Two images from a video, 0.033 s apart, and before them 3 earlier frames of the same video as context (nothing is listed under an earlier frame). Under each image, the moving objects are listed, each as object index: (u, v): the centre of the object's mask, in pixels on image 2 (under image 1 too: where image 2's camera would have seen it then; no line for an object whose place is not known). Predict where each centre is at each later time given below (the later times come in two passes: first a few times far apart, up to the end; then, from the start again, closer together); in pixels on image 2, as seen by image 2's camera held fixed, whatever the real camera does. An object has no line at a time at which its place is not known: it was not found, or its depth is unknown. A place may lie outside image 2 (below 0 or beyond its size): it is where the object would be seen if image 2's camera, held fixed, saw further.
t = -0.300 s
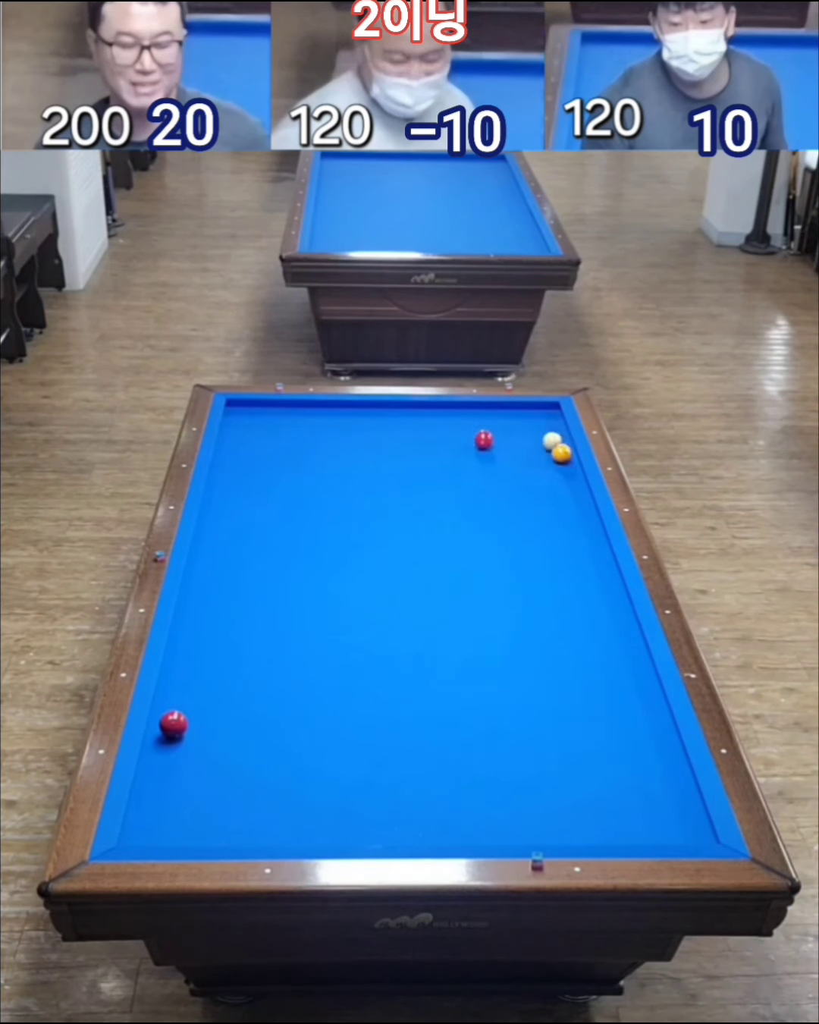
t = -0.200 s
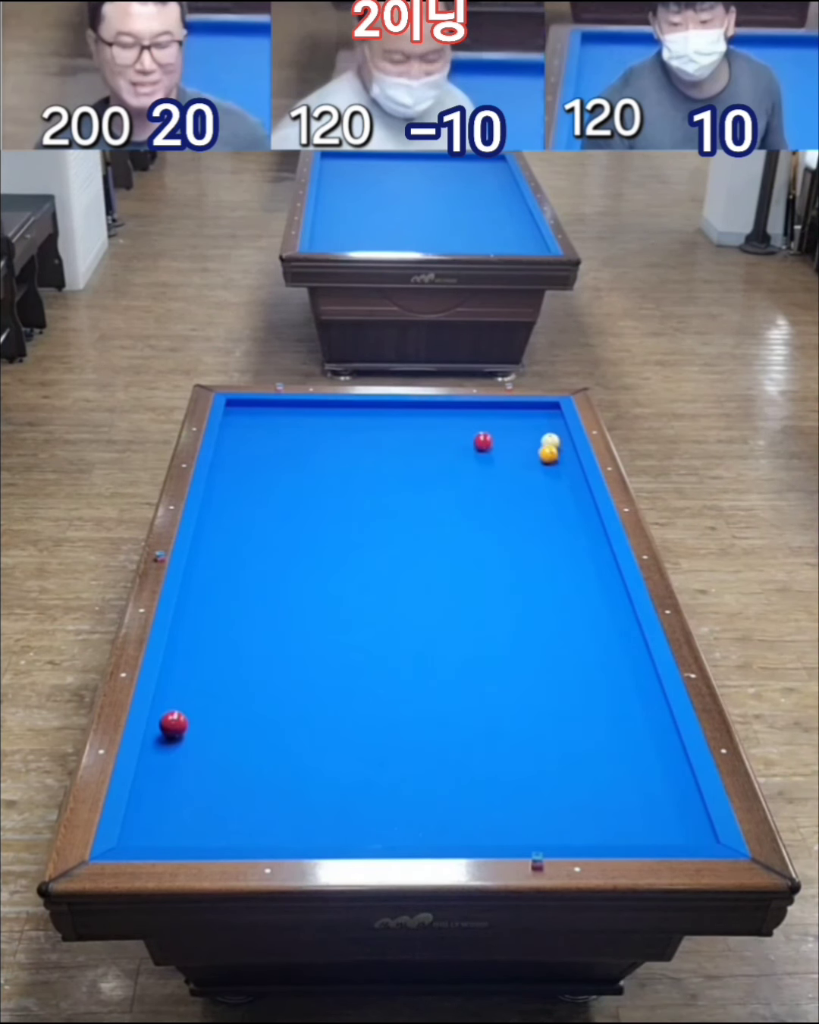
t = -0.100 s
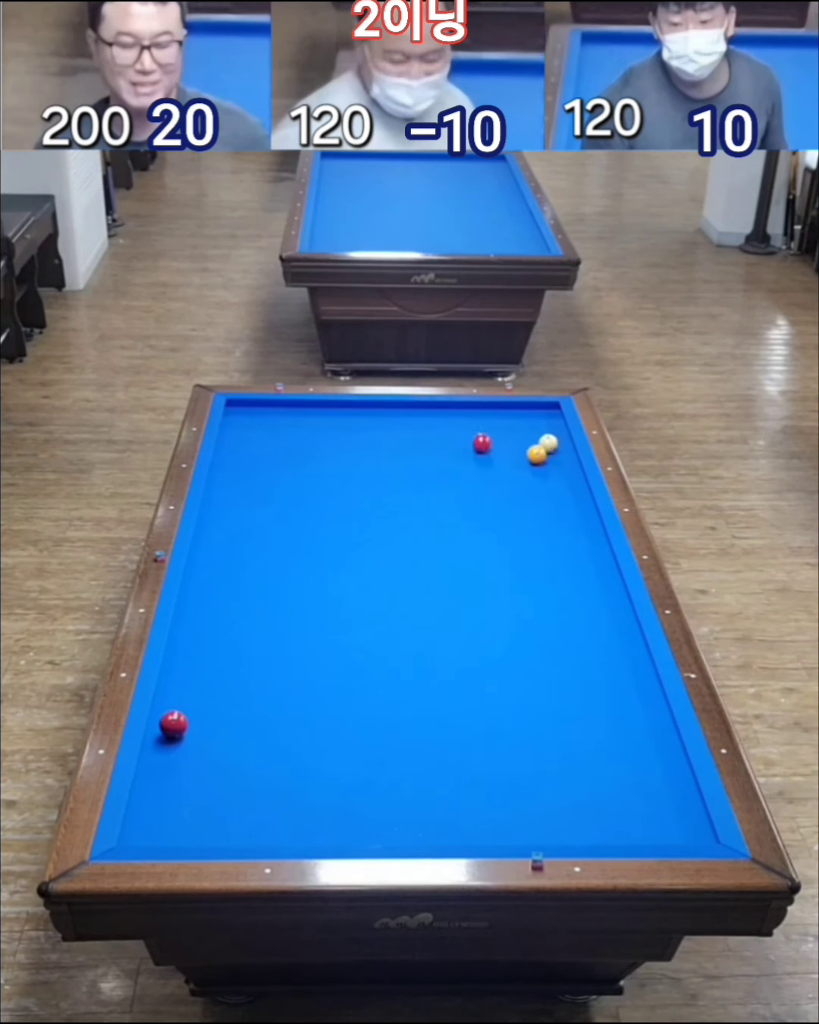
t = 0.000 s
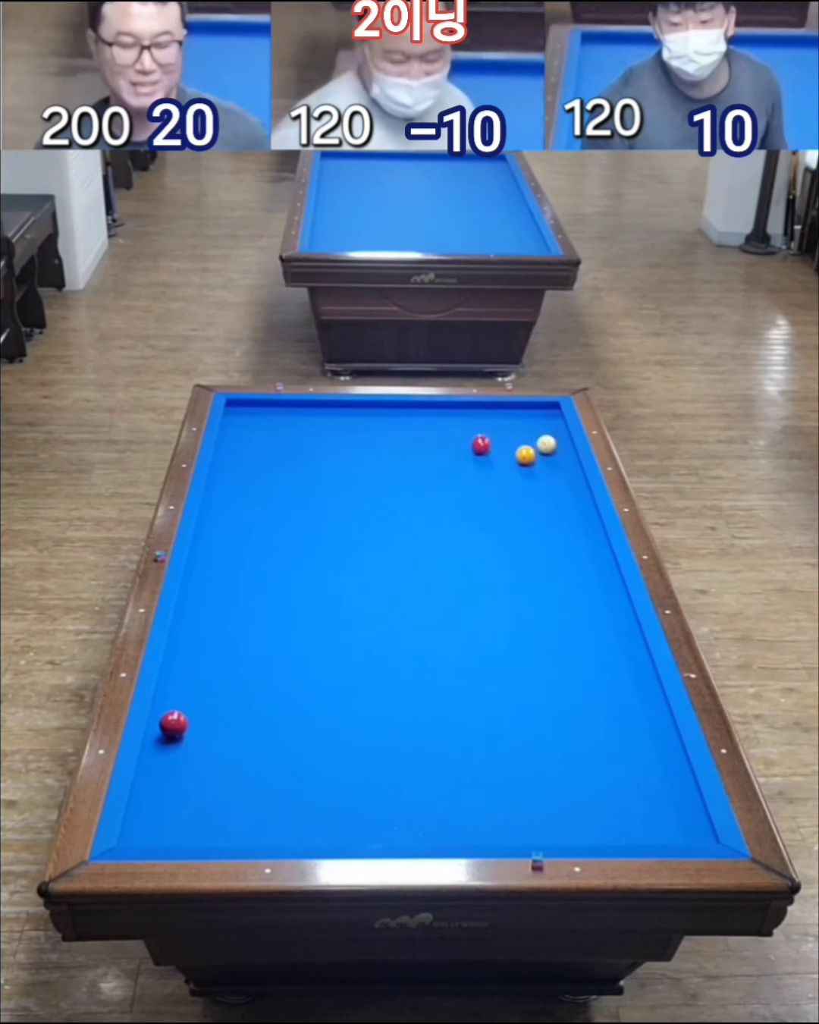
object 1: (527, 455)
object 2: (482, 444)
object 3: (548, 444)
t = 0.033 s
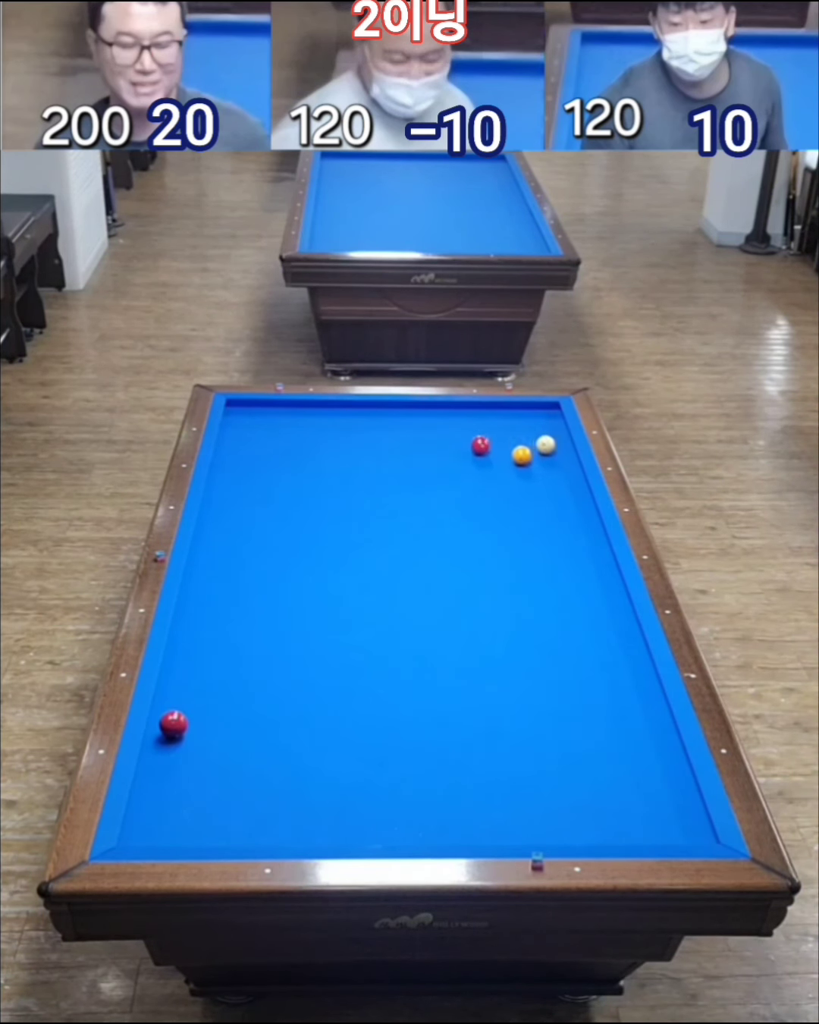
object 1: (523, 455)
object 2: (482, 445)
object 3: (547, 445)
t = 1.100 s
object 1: (423, 472)
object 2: (459, 450)
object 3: (530, 454)
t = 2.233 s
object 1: (334, 493)
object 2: (442, 450)
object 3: (523, 459)
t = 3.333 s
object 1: (256, 511)
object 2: (441, 450)
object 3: (523, 459)
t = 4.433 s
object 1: (215, 525)
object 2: (441, 450)
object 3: (523, 459)
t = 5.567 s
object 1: (236, 533)
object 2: (441, 450)
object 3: (523, 459)
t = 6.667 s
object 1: (244, 535)
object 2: (441, 450)
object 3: (523, 459)
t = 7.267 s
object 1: (244, 535)
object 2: (441, 450)
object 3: (523, 459)
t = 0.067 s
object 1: (518, 456)
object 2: (481, 446)
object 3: (545, 445)
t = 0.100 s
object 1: (515, 456)
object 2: (480, 446)
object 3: (545, 446)
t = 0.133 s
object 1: (511, 456)
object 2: (480, 447)
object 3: (544, 446)
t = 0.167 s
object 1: (507, 456)
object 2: (480, 447)
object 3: (544, 446)
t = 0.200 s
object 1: (504, 457)
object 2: (480, 448)
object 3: (543, 447)
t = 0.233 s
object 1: (500, 457)
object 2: (479, 449)
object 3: (542, 447)
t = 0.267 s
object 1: (496, 457)
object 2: (478, 449)
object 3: (542, 447)
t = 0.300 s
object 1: (493, 457)
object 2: (477, 449)
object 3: (541, 447)
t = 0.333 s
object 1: (489, 457)
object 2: (476, 449)
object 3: (541, 448)
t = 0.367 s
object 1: (486, 458)
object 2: (475, 448)
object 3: (540, 448)
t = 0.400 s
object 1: (483, 459)
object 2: (474, 447)
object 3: (540, 448)
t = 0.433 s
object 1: (480, 459)
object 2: (474, 447)
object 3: (539, 449)
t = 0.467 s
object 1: (477, 460)
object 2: (474, 446)
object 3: (538, 449)
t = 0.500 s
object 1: (474, 460)
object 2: (473, 446)
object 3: (538, 449)
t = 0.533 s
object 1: (471, 461)
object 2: (473, 447)
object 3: (538, 450)
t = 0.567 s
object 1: (468, 462)
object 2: (473, 448)
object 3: (537, 450)
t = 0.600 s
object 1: (466, 462)
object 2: (472, 448)
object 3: (537, 450)
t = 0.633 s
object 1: (463, 463)
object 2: (471, 449)
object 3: (536, 450)
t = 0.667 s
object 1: (460, 464)
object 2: (470, 449)
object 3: (536, 451)
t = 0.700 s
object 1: (457, 464)
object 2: (469, 449)
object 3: (535, 451)
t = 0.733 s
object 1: (454, 465)
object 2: (467, 450)
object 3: (535, 451)
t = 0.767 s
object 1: (451, 466)
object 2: (466, 450)
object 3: (534, 451)
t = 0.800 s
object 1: (448, 466)
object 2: (465, 450)
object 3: (534, 452)
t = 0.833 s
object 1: (446, 467)
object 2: (465, 450)
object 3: (534, 452)
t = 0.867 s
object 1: (443, 468)
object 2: (464, 450)
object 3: (533, 452)
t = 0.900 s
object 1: (440, 468)
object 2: (463, 450)
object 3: (533, 452)
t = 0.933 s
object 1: (437, 469)
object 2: (462, 450)
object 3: (532, 452)
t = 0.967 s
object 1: (434, 470)
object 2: (462, 450)
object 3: (532, 453)
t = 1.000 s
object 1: (432, 470)
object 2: (461, 450)
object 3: (531, 453)
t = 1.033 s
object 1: (429, 471)
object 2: (460, 450)
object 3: (531, 453)
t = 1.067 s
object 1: (426, 472)
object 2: (459, 450)
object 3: (531, 453)
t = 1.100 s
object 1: (423, 472)
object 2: (459, 450)
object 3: (530, 454)
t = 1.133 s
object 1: (421, 473)
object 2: (458, 450)
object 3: (530, 454)
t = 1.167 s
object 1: (418, 474)
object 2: (457, 450)
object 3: (530, 454)
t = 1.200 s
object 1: (415, 474)
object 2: (456, 450)
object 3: (529, 454)
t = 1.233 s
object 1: (413, 475)
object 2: (456, 450)
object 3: (529, 454)
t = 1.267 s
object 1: (410, 476)
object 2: (455, 450)
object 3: (529, 455)
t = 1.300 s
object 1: (407, 476)
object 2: (454, 450)
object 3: (528, 455)
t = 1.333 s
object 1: (404, 477)
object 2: (453, 450)
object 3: (528, 455)
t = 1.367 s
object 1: (402, 477)
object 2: (453, 450)
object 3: (528, 455)
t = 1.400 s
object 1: (399, 478)
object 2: (452, 450)
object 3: (528, 455)
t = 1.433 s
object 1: (396, 479)
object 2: (452, 450)
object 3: (527, 456)
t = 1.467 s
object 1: (394, 479)
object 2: (451, 450)
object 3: (527, 456)
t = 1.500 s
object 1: (391, 480)
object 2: (451, 450)
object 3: (527, 456)
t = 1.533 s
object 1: (388, 481)
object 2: (450, 450)
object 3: (527, 456)
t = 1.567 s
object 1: (386, 481)
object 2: (449, 450)
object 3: (526, 456)
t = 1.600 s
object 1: (383, 482)
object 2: (449, 450)
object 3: (526, 456)
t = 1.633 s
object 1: (381, 482)
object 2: (449, 450)
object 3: (526, 457)
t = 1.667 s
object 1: (378, 483)
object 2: (448, 450)
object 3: (526, 457)
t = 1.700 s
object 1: (375, 484)
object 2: (448, 450)
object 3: (526, 457)
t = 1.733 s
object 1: (372, 484)
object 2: (447, 450)
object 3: (525, 457)
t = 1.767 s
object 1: (370, 485)
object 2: (447, 450)
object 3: (525, 457)
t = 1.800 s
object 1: (367, 485)
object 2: (446, 450)
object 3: (525, 457)
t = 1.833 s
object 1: (365, 486)
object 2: (446, 450)
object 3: (525, 457)
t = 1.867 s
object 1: (362, 487)
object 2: (446, 450)
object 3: (525, 458)
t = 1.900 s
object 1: (359, 487)
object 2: (445, 450)
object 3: (524, 458)
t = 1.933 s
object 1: (357, 488)
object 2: (445, 450)
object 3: (524, 458)
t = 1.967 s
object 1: (354, 488)
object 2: (444, 450)
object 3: (524, 458)
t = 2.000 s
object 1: (352, 489)
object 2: (444, 450)
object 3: (524, 458)
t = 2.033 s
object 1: (349, 490)
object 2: (444, 450)
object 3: (524, 458)
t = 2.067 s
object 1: (347, 490)
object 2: (443, 450)
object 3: (524, 458)
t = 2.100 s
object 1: (344, 491)
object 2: (443, 450)
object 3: (524, 458)
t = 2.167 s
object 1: (339, 492)
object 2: (443, 450)
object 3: (523, 458)
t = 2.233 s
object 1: (334, 493)
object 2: (442, 450)
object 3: (523, 459)
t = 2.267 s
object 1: (332, 494)
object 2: (442, 450)
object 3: (523, 459)
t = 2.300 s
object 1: (329, 494)
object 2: (442, 450)
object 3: (523, 459)
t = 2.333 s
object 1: (326, 495)
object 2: (442, 450)
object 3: (522, 459)
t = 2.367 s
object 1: (324, 495)
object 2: (442, 450)
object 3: (522, 459)
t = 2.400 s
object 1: (322, 496)
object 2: (441, 450)
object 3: (522, 459)
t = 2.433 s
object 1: (319, 497)
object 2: (441, 450)
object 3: (522, 459)
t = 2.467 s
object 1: (317, 497)
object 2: (441, 450)
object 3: (522, 459)
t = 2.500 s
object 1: (314, 498)
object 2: (441, 450)
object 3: (522, 459)
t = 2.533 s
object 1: (312, 498)
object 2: (441, 450)
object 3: (522, 459)
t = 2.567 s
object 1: (309, 499)
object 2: (441, 450)
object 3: (522, 459)
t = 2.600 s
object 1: (307, 499)
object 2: (441, 450)
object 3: (522, 459)
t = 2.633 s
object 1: (305, 500)
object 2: (441, 450)
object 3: (522, 459)
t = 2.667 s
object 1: (302, 501)
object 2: (441, 450)
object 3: (522, 459)
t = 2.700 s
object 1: (300, 501)
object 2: (441, 450)
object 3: (522, 459)
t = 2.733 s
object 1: (297, 502)
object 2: (441, 450)
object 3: (523, 459)
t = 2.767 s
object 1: (295, 502)
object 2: (441, 450)
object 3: (523, 459)
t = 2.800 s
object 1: (293, 503)
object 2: (441, 450)
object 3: (523, 459)
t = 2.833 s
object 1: (290, 503)
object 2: (441, 450)
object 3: (523, 459)
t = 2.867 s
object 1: (288, 504)
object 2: (441, 450)
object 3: (523, 459)
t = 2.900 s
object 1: (286, 504)
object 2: (441, 450)
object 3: (523, 459)
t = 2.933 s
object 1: (283, 505)
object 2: (441, 450)
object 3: (523, 459)
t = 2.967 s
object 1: (281, 505)
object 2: (441, 450)
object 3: (523, 459)
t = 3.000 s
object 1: (279, 506)
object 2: (441, 450)
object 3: (523, 459)
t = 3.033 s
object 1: (276, 506)
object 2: (441, 450)
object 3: (523, 459)
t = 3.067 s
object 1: (274, 507)
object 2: (441, 450)
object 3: (523, 459)
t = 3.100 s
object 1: (272, 507)
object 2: (441, 450)
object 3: (523, 459)
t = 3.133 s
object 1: (270, 508)
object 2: (441, 450)
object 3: (523, 459)
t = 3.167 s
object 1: (267, 508)
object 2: (441, 450)
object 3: (523, 459)
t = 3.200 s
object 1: (265, 509)
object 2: (441, 450)
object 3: (523, 459)
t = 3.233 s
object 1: (263, 509)
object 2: (441, 450)
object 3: (523, 459)
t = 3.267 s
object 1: (261, 510)
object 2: (441, 450)
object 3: (523, 459)
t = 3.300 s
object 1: (259, 510)
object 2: (441, 450)
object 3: (523, 459)
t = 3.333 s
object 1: (256, 511)
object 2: (441, 450)
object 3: (523, 459)
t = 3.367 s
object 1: (254, 511)
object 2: (441, 450)
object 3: (523, 459)
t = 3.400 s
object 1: (252, 512)
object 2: (441, 450)
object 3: (523, 459)
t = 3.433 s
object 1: (250, 513)
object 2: (441, 450)
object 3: (523, 459)
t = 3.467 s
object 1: (248, 513)
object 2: (441, 450)
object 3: (523, 459)
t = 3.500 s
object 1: (245, 513)
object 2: (441, 450)
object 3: (523, 459)
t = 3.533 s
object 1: (243, 514)
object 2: (441, 450)
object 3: (523, 459)
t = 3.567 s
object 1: (241, 515)
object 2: (441, 450)
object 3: (523, 459)
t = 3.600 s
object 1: (239, 515)
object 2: (441, 450)
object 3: (523, 459)
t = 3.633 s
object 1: (237, 515)
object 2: (441, 450)
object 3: (523, 459)
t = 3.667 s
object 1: (235, 516)
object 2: (441, 450)
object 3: (523, 459)
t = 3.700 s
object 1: (233, 516)
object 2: (441, 450)
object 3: (523, 459)
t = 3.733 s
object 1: (231, 517)
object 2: (441, 450)
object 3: (523, 459)
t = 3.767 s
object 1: (229, 517)
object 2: (441, 450)
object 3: (523, 459)
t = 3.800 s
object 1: (227, 518)
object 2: (441, 450)
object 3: (523, 459)
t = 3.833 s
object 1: (225, 518)
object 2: (441, 450)
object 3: (523, 459)
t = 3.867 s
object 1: (223, 519)
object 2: (441, 450)
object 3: (523, 459)
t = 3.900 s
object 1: (221, 519)
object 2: (441, 450)
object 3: (523, 459)
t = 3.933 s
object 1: (219, 520)
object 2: (441, 450)
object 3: (523, 459)
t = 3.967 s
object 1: (217, 520)
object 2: (441, 450)
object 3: (523, 459)
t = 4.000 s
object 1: (215, 520)
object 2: (441, 450)
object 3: (523, 459)
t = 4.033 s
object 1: (213, 521)
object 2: (441, 450)
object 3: (523, 459)
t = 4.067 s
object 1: (211, 521)
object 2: (441, 450)
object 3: (523, 459)
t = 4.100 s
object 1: (209, 522)
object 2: (441, 450)
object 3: (523, 459)
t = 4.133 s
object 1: (208, 522)
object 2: (441, 450)
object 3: (523, 459)
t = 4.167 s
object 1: (209, 523)
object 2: (441, 450)
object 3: (523, 459)
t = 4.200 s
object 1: (210, 523)
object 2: (441, 450)
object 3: (523, 459)
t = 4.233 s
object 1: (211, 523)
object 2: (441, 450)
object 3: (523, 459)
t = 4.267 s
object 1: (211, 524)
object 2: (441, 450)
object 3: (523, 459)
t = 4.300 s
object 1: (212, 524)
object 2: (441, 450)
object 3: (523, 459)
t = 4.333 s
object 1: (213, 524)
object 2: (441, 450)
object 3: (523, 459)
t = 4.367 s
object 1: (214, 525)
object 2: (441, 450)
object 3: (523, 459)
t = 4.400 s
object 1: (215, 525)
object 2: (441, 450)
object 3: (523, 459)
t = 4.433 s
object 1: (215, 525)
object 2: (441, 450)
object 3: (523, 459)
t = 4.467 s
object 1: (216, 525)
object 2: (441, 450)
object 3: (523, 459)
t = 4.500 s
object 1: (217, 526)
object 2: (441, 450)
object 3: (523, 459)
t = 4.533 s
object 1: (218, 526)
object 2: (441, 450)
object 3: (523, 459)
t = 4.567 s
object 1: (218, 526)
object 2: (441, 450)
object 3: (523, 459)
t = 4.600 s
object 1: (219, 527)
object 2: (441, 450)
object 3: (523, 459)
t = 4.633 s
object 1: (220, 527)
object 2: (441, 450)
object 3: (523, 459)
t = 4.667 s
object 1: (221, 527)
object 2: (441, 450)
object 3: (523, 459)
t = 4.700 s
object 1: (221, 527)
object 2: (441, 450)
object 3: (523, 459)
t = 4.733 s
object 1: (222, 527)
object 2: (441, 450)
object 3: (523, 459)
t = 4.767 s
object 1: (223, 528)
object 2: (441, 450)
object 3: (523, 459)
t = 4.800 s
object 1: (224, 528)
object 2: (441, 450)
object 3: (523, 459)
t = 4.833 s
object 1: (224, 528)
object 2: (441, 450)
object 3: (523, 459)
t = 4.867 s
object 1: (225, 528)
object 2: (441, 450)
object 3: (523, 459)
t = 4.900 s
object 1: (225, 529)
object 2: (441, 450)
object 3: (523, 459)
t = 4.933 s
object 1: (226, 529)
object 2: (441, 450)
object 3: (523, 459)
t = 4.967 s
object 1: (227, 529)
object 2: (441, 450)
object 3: (523, 459)
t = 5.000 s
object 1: (227, 529)
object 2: (441, 450)
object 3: (523, 459)
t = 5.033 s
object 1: (228, 530)
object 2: (441, 450)
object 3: (523, 459)
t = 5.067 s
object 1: (229, 530)
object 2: (441, 450)
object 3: (523, 459)
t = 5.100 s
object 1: (229, 530)
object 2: (441, 450)
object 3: (523, 459)
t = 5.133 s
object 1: (230, 530)
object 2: (441, 450)
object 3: (523, 459)
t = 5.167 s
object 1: (230, 531)
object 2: (441, 450)
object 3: (523, 459)
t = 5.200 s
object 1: (231, 531)
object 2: (441, 450)
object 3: (523, 459)
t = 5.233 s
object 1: (231, 531)
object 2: (441, 450)
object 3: (523, 459)
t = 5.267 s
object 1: (232, 531)
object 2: (441, 450)
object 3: (523, 459)
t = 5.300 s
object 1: (232, 531)
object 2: (441, 450)
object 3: (523, 459)
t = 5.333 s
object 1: (233, 531)
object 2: (441, 450)
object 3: (523, 459)
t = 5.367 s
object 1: (233, 532)
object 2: (441, 450)
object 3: (523, 459)
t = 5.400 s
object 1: (234, 532)
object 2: (441, 450)
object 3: (523, 459)
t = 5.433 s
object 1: (234, 532)
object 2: (441, 450)
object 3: (523, 459)
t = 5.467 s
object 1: (235, 532)
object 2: (441, 450)
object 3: (523, 459)
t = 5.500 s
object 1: (235, 532)
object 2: (441, 450)
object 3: (523, 459)
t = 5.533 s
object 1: (236, 532)
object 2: (441, 450)
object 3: (523, 459)
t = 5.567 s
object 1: (236, 533)
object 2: (441, 450)
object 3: (523, 459)
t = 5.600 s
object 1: (236, 533)
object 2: (441, 450)
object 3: (523, 459)
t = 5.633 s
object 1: (237, 533)
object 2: (441, 450)
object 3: (523, 459)
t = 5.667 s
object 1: (237, 533)
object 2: (441, 450)
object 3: (523, 459)
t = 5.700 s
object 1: (238, 533)
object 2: (441, 450)
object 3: (523, 459)
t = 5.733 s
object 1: (238, 533)
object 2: (441, 450)
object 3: (523, 459)
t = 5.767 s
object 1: (238, 533)
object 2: (441, 450)
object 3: (523, 459)
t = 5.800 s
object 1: (239, 533)
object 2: (441, 450)
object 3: (523, 459)
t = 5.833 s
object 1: (239, 533)
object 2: (441, 450)
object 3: (523, 459)
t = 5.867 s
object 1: (240, 534)
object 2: (441, 450)
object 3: (523, 459)
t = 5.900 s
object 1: (240, 534)
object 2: (441, 450)
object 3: (523, 459)
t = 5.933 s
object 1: (240, 534)
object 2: (441, 450)
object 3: (523, 459)
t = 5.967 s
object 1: (241, 534)
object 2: (441, 450)
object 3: (523, 459)
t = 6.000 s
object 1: (241, 534)
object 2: (441, 450)
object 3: (523, 459)
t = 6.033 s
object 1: (241, 534)
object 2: (441, 450)
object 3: (523, 459)
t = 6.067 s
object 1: (241, 534)
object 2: (441, 450)
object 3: (523, 459)
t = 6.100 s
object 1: (242, 534)
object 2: (441, 450)
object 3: (523, 459)
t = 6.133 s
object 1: (242, 534)
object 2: (441, 450)
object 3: (523, 459)
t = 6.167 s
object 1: (242, 534)
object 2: (441, 450)
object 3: (523, 459)
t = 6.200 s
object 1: (242, 535)
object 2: (441, 450)
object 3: (523, 459)
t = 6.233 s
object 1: (243, 535)
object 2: (441, 450)
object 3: (523, 459)
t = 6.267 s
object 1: (243, 535)
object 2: (441, 450)
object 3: (523, 459)
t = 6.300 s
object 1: (243, 535)
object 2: (441, 450)
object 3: (523, 459)
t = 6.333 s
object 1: (243, 535)
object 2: (441, 450)
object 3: (523, 459)
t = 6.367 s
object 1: (243, 535)
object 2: (441, 450)
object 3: (523, 459)
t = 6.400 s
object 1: (244, 535)
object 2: (441, 450)
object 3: (523, 459)
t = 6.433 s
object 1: (244, 535)
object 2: (441, 450)
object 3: (523, 459)
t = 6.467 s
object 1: (244, 535)
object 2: (441, 450)
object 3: (523, 459)
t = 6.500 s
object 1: (244, 535)
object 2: (441, 450)
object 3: (523, 459)
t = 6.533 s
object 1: (244, 535)
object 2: (441, 450)
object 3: (523, 459)
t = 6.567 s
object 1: (244, 535)
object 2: (441, 450)
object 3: (523, 459)
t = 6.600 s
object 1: (244, 535)
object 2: (441, 450)
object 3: (523, 459)
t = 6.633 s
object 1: (244, 535)
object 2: (441, 450)
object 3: (523, 459)
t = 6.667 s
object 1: (244, 535)
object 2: (441, 450)
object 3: (523, 459)
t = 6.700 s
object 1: (244, 535)
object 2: (441, 450)
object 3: (523, 459)
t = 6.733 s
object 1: (244, 535)
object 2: (441, 450)
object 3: (523, 459)
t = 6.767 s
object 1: (244, 535)
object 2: (441, 450)
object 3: (523, 459)
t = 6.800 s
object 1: (244, 535)
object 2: (441, 450)
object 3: (523, 459)
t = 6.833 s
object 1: (244, 535)
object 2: (441, 450)
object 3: (523, 459)
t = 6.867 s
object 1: (244, 535)
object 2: (441, 450)
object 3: (523, 459)
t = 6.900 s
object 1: (244, 535)
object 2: (441, 450)
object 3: (523, 459)
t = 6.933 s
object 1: (244, 535)
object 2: (441, 450)
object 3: (523, 459)
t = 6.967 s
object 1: (244, 535)
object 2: (441, 450)
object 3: (523, 459)
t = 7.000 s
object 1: (244, 535)
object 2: (441, 450)
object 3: (523, 459)
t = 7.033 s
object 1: (244, 535)
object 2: (441, 450)
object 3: (523, 459)
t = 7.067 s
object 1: (244, 535)
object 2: (441, 450)
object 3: (523, 459)
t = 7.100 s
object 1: (244, 535)
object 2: (441, 450)
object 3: (523, 459)
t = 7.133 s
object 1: (244, 535)
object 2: (441, 450)
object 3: (523, 459)
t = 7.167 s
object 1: (244, 535)
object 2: (441, 450)
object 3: (523, 459)
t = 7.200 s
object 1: (244, 535)
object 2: (441, 450)
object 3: (523, 459)
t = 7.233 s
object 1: (244, 535)
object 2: (441, 450)
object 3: (523, 459)
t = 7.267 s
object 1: (244, 535)
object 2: (441, 450)
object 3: (523, 459)
